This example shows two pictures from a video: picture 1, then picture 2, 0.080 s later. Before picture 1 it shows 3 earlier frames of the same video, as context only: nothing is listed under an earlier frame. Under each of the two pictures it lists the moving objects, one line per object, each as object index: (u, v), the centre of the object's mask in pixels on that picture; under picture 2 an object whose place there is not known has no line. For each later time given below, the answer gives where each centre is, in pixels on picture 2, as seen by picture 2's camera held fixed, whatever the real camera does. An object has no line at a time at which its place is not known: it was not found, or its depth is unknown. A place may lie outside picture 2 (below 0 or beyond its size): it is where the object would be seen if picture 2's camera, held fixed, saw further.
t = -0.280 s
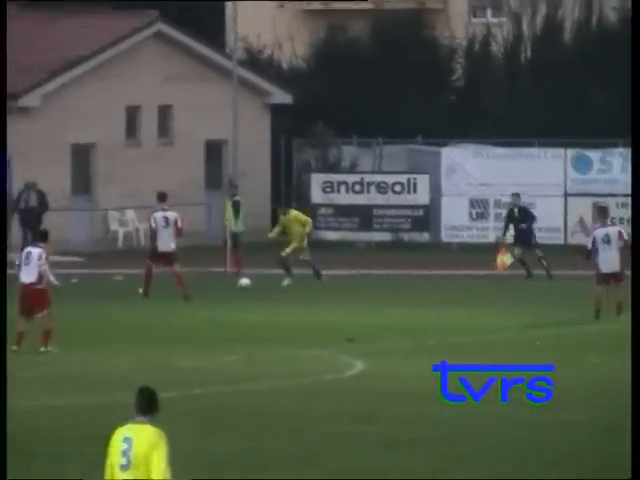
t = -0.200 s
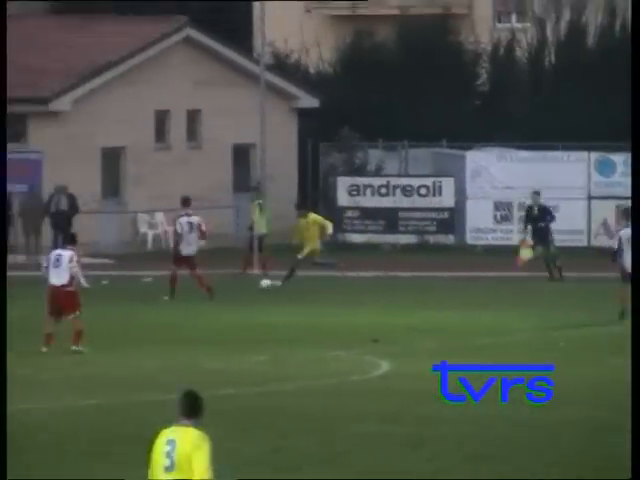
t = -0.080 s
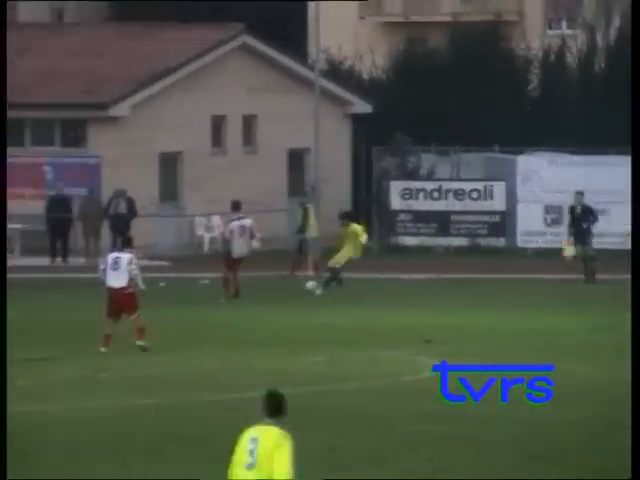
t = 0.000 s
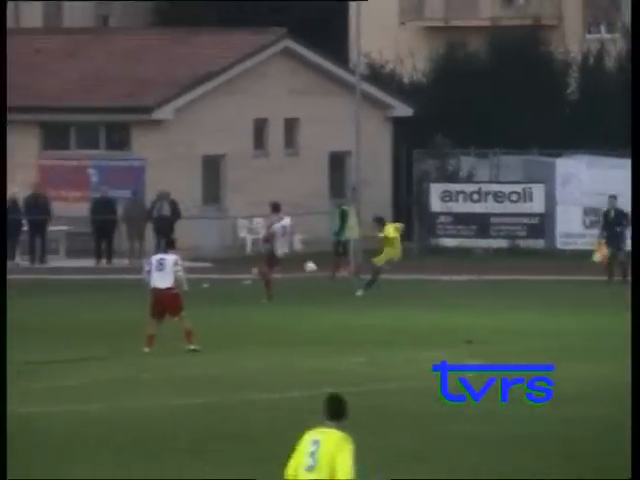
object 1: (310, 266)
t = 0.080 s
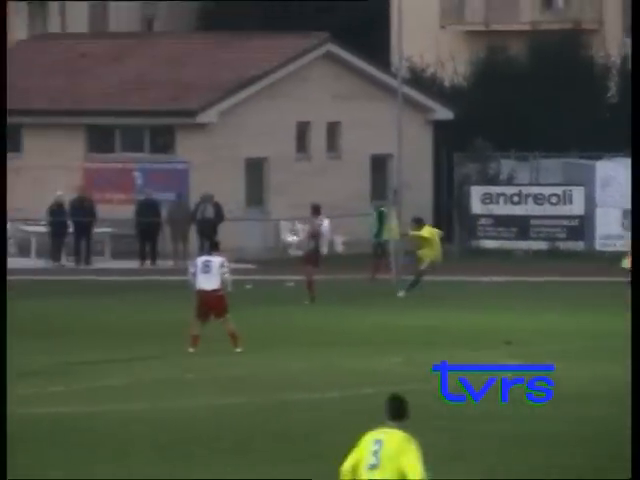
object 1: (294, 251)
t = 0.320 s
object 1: (116, 175)
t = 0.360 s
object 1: (88, 167)
